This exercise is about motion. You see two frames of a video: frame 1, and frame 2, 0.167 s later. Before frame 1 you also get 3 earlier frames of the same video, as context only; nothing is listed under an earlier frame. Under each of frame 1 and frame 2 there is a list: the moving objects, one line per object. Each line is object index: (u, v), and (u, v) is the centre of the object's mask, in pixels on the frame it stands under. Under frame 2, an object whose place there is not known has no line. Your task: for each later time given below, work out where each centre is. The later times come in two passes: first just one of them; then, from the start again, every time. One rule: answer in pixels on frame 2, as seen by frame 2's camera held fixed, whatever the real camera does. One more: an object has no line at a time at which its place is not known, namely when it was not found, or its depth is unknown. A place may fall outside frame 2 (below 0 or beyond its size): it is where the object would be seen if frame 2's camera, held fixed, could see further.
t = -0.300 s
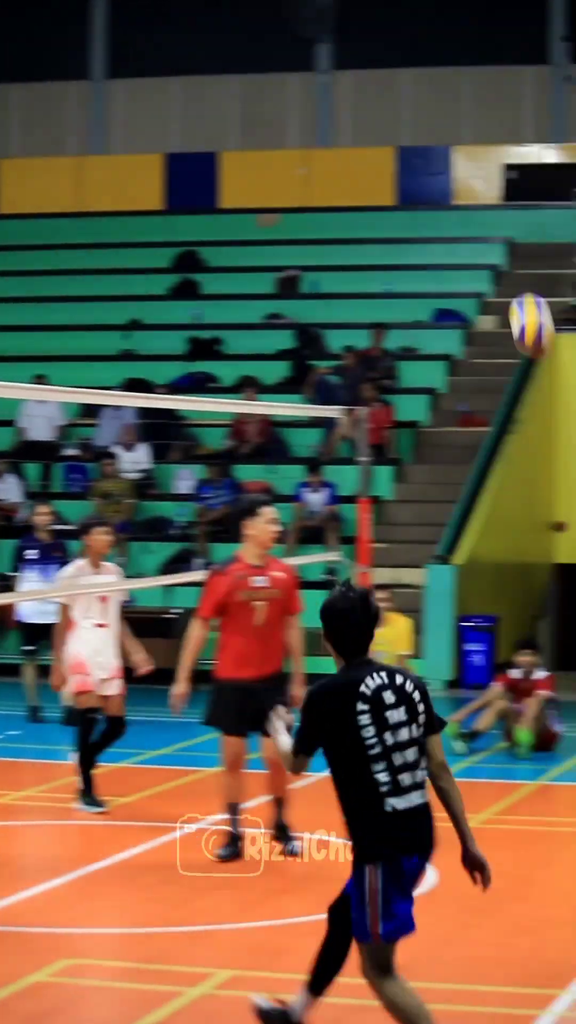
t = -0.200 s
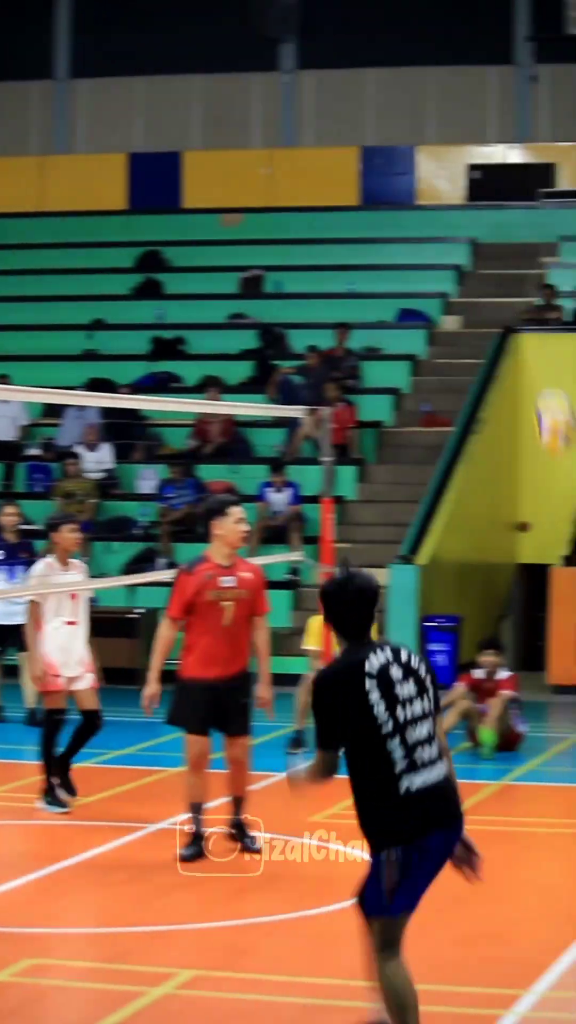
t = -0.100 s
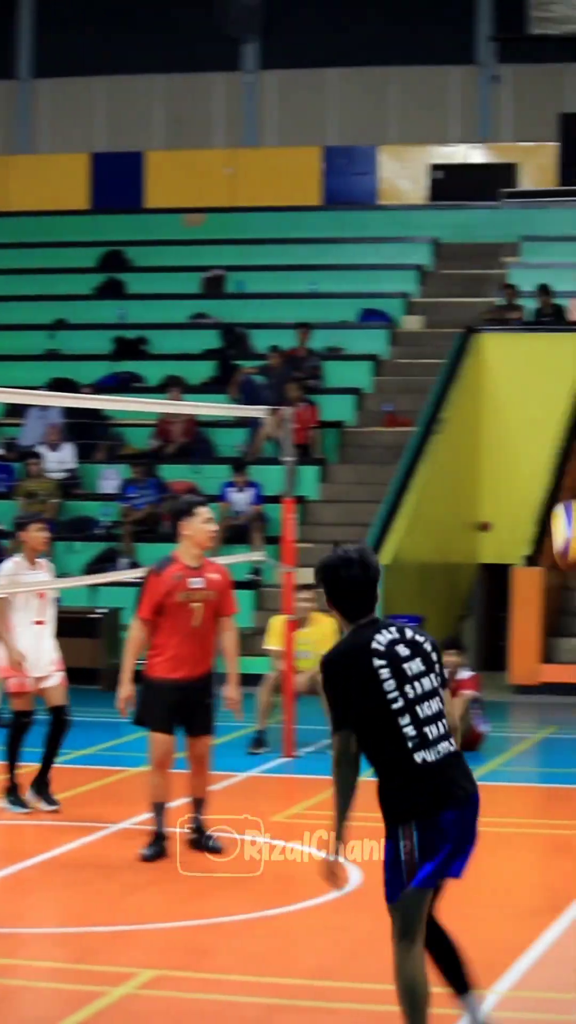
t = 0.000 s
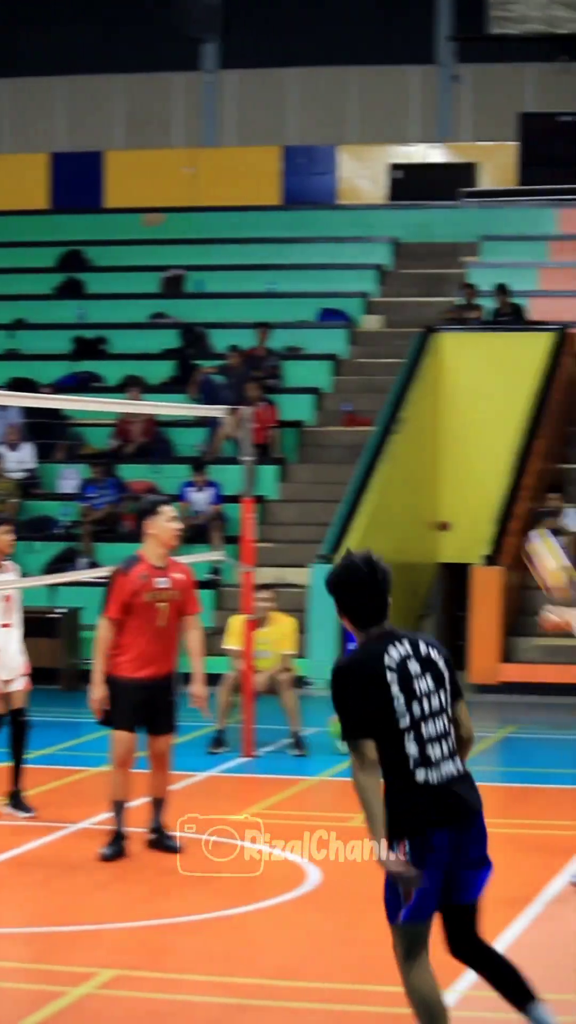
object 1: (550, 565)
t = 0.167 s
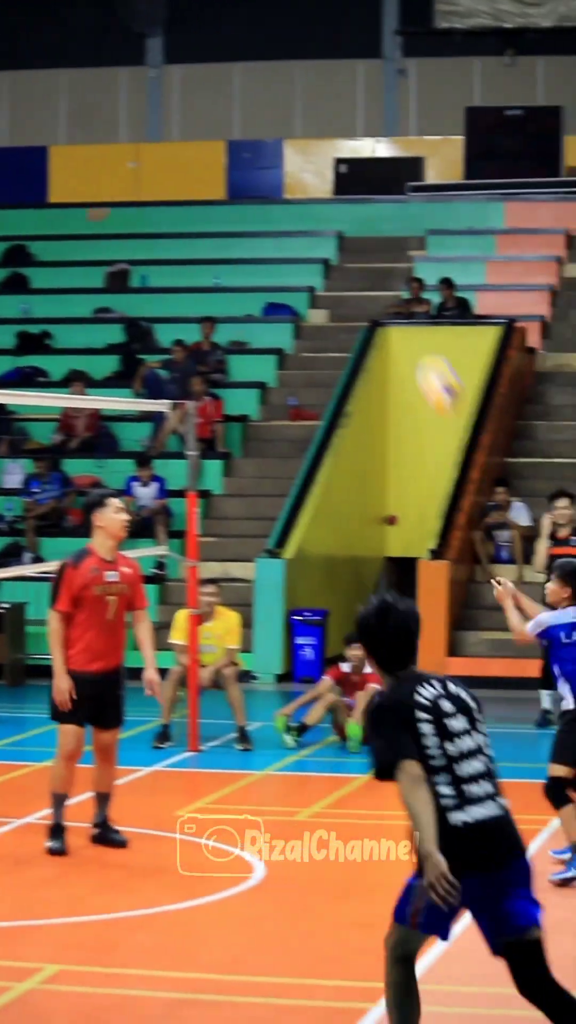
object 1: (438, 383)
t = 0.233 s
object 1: (414, 327)
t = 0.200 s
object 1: (426, 354)
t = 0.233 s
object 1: (414, 327)
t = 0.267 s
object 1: (405, 306)
